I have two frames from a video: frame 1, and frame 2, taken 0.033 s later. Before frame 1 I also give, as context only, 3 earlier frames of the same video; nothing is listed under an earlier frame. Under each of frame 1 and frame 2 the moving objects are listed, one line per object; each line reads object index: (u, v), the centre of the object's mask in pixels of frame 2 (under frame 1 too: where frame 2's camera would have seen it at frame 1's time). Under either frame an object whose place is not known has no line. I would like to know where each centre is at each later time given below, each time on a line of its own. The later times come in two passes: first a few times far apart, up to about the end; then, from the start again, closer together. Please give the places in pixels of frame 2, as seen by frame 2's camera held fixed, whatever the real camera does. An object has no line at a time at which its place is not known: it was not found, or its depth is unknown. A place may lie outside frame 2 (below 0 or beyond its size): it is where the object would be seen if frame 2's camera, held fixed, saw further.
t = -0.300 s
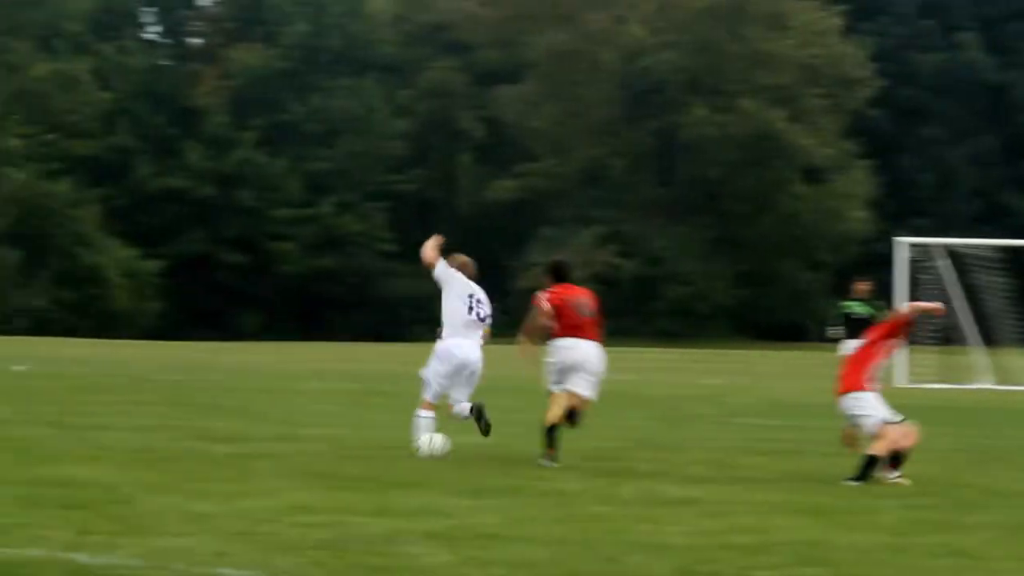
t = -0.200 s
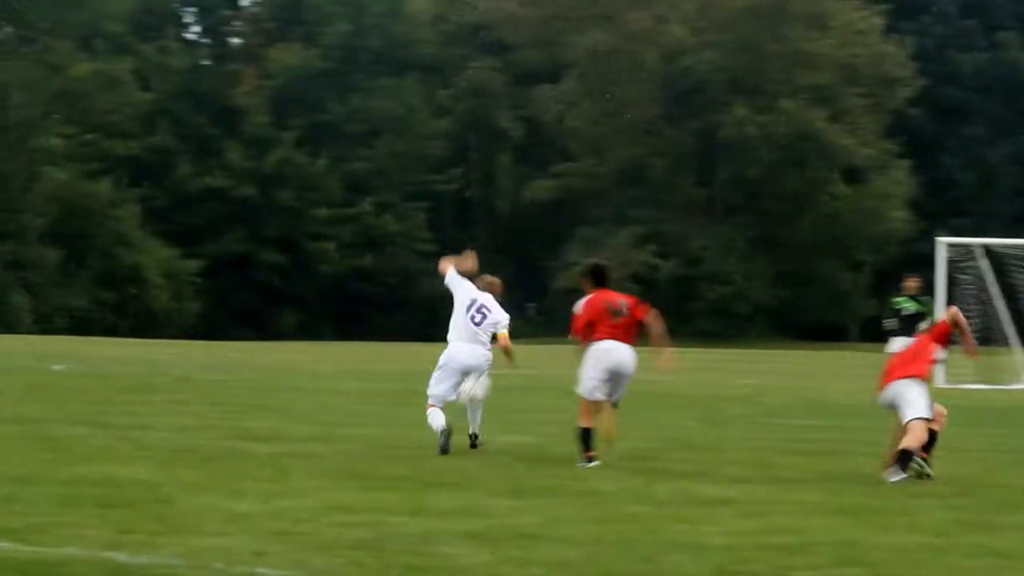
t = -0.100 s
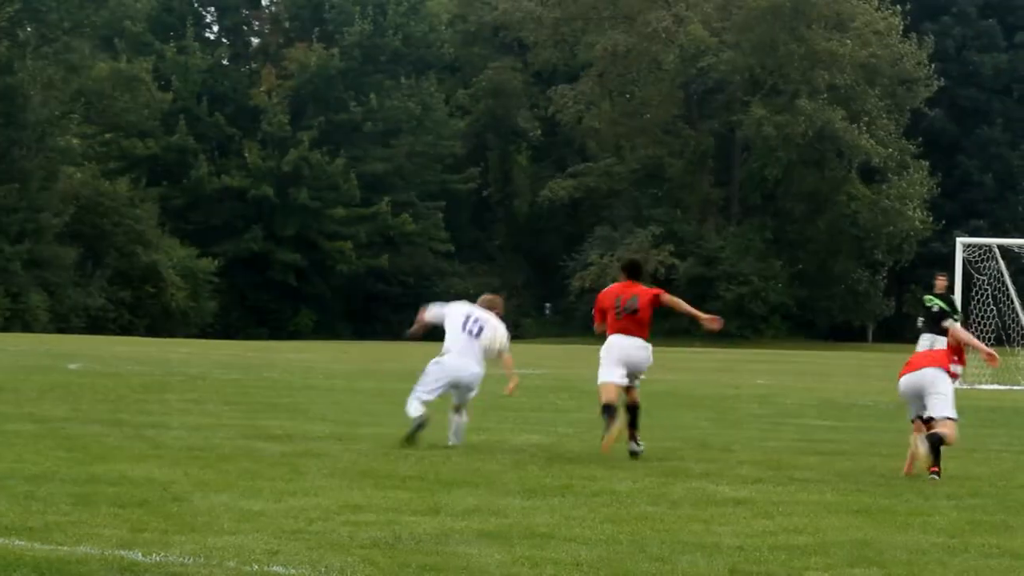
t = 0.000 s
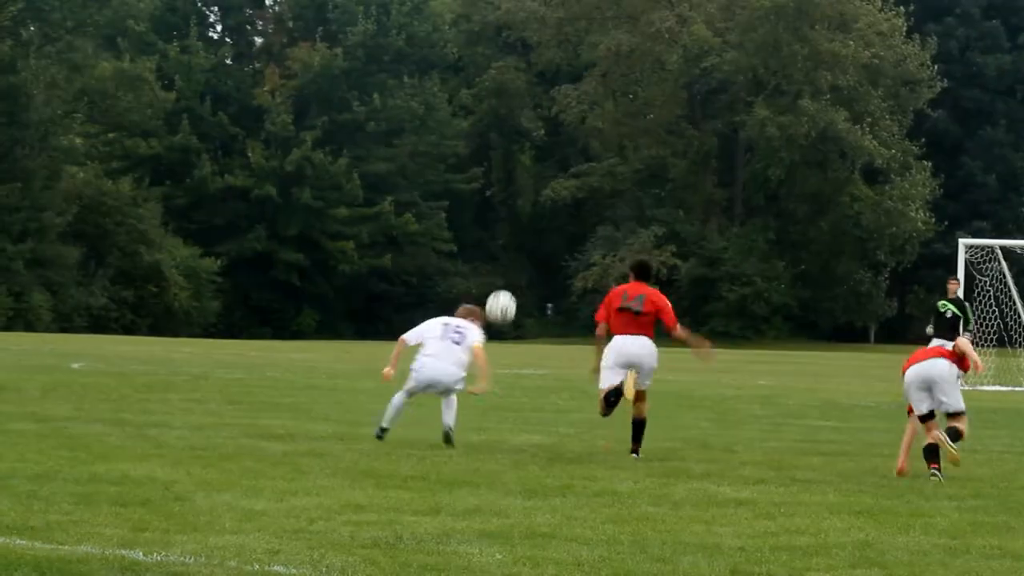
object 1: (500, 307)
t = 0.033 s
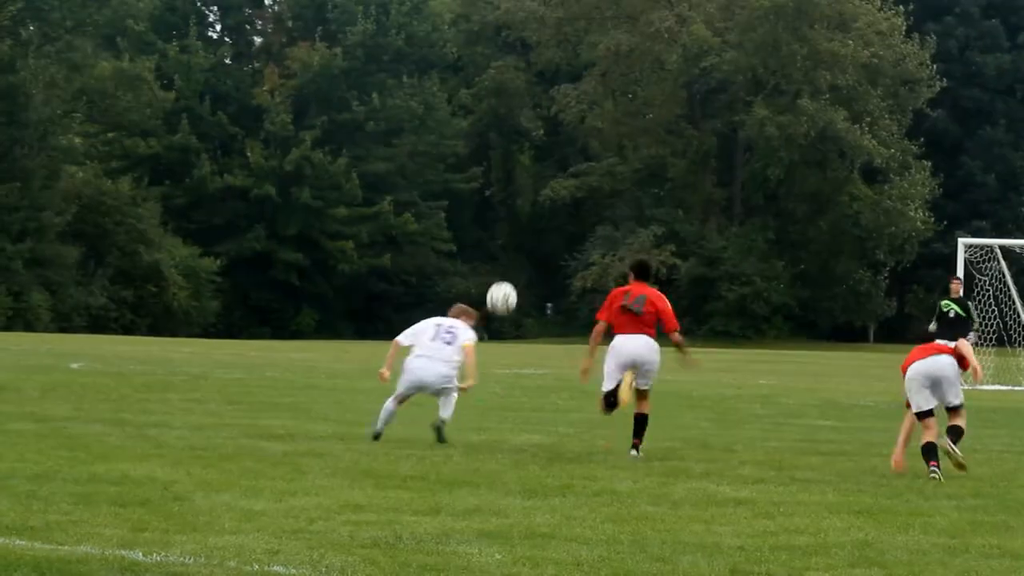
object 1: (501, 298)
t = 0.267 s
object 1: (510, 276)
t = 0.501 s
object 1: (512, 324)
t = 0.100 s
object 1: (505, 284)
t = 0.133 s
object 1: (505, 280)
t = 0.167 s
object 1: (507, 277)
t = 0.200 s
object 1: (508, 275)
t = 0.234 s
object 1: (509, 275)
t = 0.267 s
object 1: (510, 276)
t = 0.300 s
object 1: (510, 278)
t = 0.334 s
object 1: (511, 283)
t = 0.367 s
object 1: (511, 288)
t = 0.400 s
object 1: (512, 295)
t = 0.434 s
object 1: (512, 304)
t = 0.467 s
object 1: (512, 313)
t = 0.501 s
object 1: (512, 324)
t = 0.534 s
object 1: (512, 336)
